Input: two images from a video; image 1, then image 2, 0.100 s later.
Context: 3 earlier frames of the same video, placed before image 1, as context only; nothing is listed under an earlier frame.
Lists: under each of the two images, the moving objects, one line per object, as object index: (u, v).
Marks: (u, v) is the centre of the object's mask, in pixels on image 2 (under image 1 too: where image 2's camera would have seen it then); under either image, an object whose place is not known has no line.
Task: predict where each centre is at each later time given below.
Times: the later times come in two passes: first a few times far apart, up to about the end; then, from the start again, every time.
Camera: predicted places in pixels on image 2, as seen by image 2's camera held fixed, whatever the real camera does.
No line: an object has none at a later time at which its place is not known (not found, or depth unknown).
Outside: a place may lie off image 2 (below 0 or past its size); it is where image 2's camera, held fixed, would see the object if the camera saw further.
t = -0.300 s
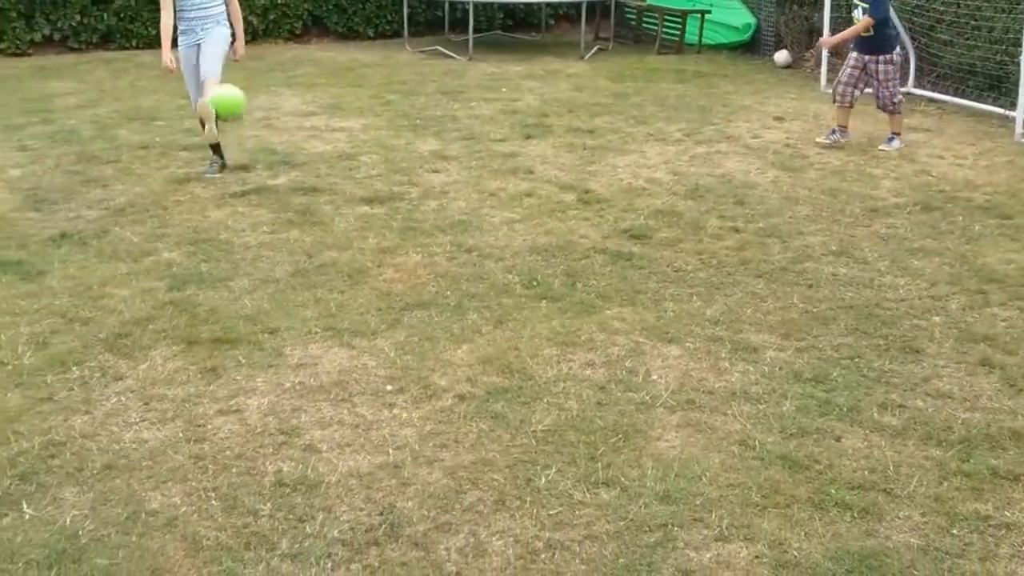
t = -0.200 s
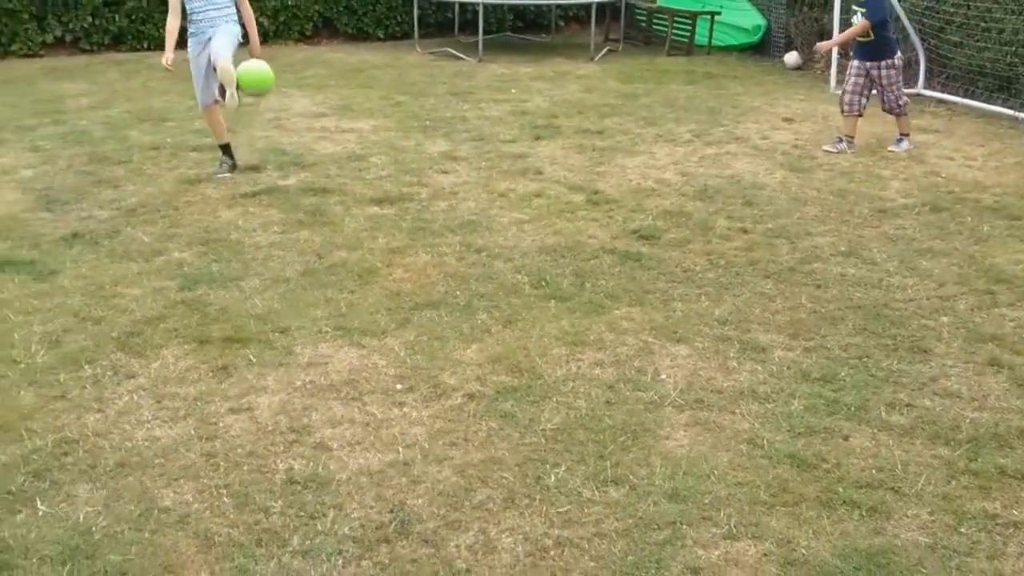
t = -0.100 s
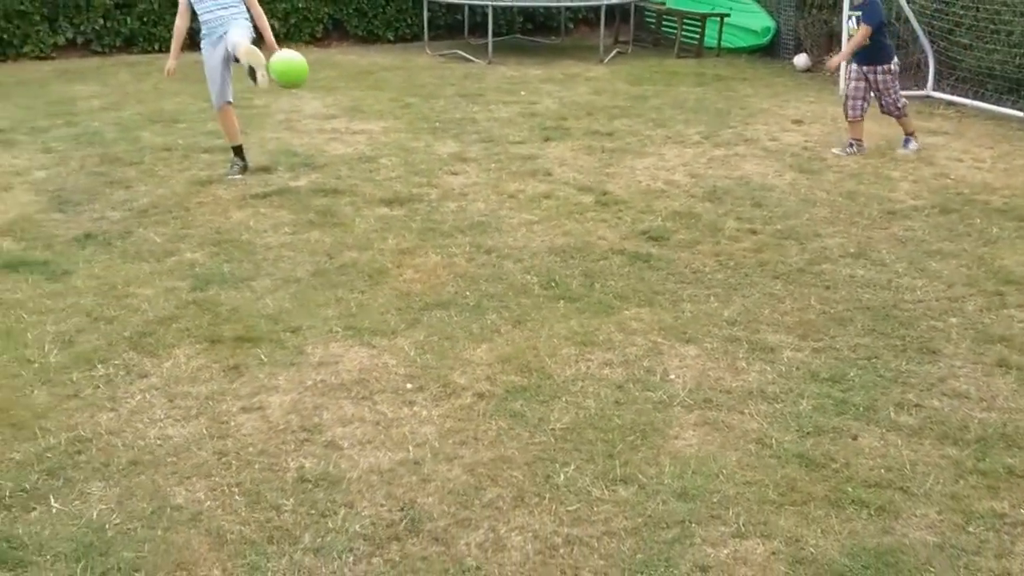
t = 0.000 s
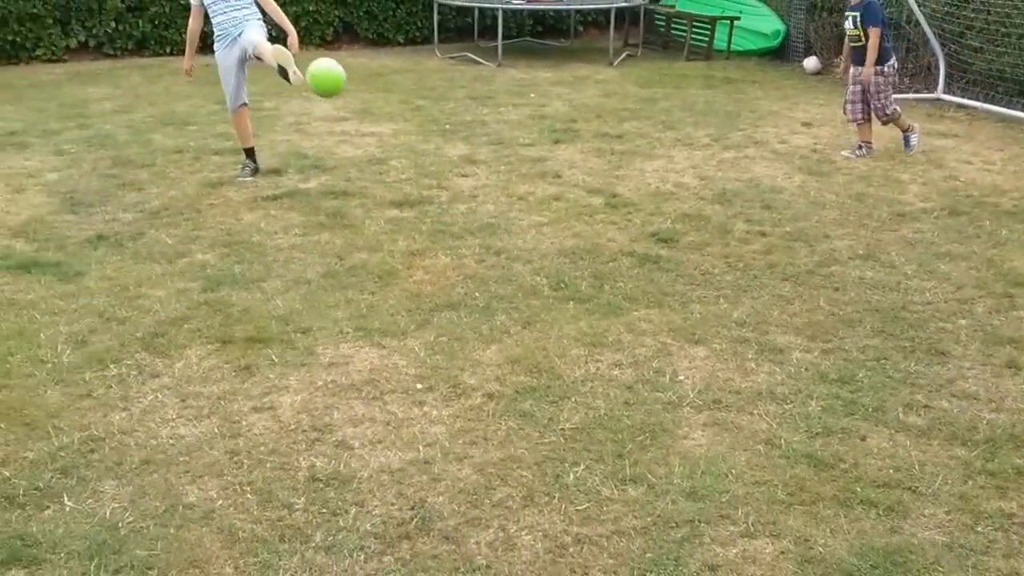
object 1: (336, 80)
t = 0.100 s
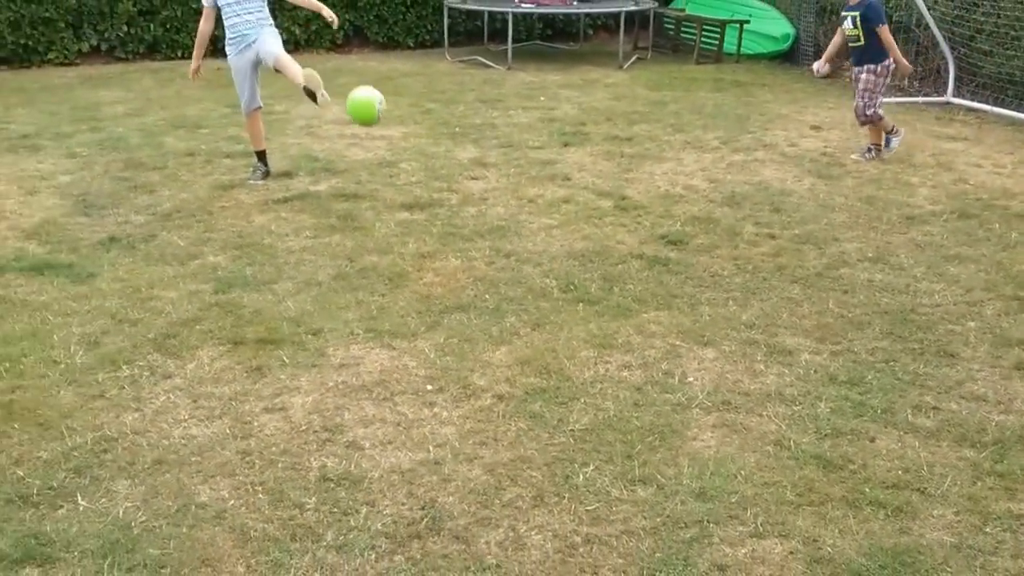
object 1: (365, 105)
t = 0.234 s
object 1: (407, 166)
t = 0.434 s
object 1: (458, 169)
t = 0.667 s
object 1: (513, 163)
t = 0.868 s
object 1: (565, 214)
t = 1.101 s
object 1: (641, 212)
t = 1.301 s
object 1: (701, 215)
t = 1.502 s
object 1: (762, 230)
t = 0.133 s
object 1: (376, 117)
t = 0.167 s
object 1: (386, 132)
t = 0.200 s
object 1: (397, 148)
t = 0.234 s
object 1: (407, 166)
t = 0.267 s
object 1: (418, 184)
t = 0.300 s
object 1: (430, 209)
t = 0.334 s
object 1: (436, 200)
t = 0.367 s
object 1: (444, 187)
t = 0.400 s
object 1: (450, 178)
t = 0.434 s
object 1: (458, 169)
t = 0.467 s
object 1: (465, 163)
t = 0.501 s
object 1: (473, 158)
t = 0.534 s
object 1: (481, 156)
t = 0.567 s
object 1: (489, 154)
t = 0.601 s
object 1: (497, 155)
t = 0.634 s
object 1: (505, 158)
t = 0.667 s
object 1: (513, 163)
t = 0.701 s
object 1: (522, 170)
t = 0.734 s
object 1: (530, 180)
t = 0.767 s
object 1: (538, 191)
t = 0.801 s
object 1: (546, 202)
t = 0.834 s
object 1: (555, 219)
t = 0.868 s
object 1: (565, 214)
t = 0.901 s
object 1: (576, 206)
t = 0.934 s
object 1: (587, 203)
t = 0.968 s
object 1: (598, 200)
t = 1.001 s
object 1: (609, 200)
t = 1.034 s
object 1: (619, 202)
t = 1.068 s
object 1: (629, 206)
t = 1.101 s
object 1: (641, 212)
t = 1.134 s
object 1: (651, 220)
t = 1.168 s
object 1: (662, 227)
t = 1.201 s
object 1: (672, 222)
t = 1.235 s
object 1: (681, 218)
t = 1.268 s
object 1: (691, 215)
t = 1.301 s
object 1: (701, 215)
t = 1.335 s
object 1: (711, 218)
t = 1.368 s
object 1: (720, 224)
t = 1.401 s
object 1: (730, 229)
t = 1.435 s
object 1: (741, 229)
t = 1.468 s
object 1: (751, 229)
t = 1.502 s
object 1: (762, 230)
